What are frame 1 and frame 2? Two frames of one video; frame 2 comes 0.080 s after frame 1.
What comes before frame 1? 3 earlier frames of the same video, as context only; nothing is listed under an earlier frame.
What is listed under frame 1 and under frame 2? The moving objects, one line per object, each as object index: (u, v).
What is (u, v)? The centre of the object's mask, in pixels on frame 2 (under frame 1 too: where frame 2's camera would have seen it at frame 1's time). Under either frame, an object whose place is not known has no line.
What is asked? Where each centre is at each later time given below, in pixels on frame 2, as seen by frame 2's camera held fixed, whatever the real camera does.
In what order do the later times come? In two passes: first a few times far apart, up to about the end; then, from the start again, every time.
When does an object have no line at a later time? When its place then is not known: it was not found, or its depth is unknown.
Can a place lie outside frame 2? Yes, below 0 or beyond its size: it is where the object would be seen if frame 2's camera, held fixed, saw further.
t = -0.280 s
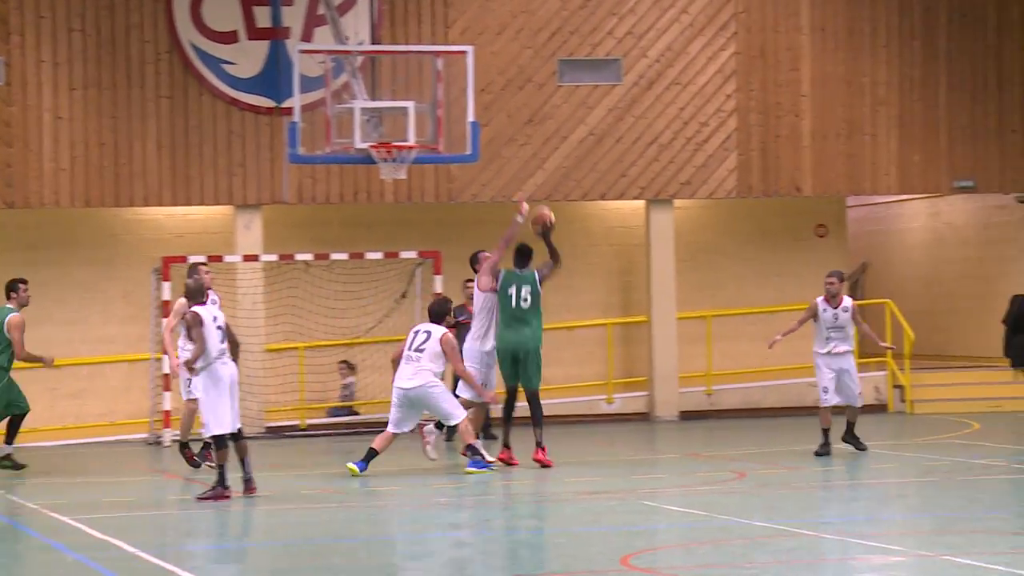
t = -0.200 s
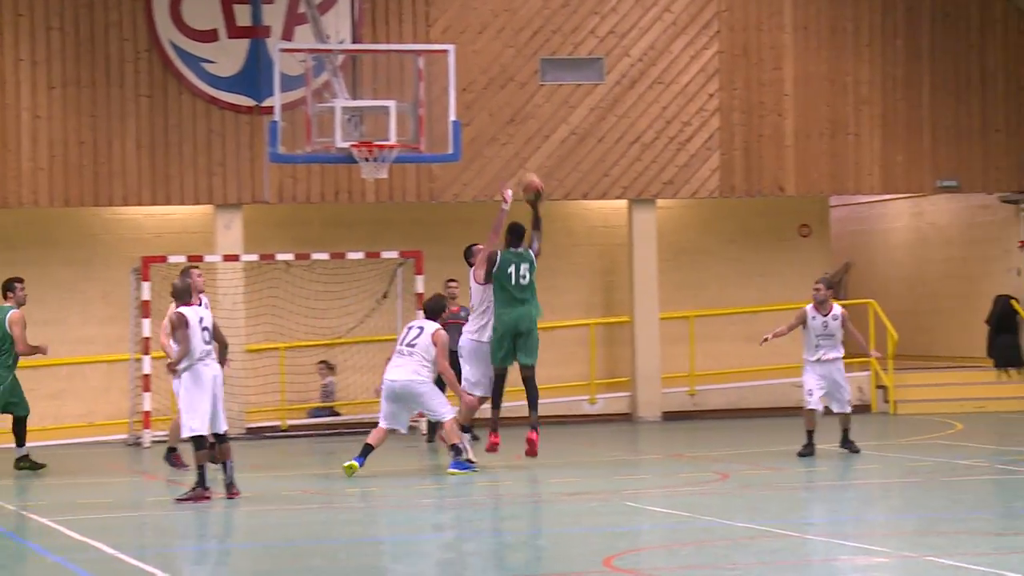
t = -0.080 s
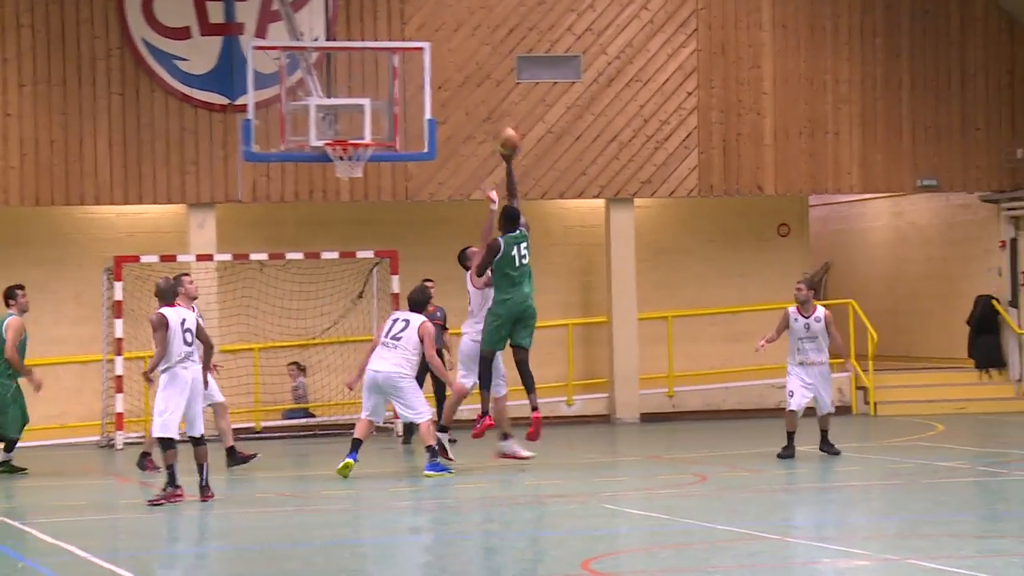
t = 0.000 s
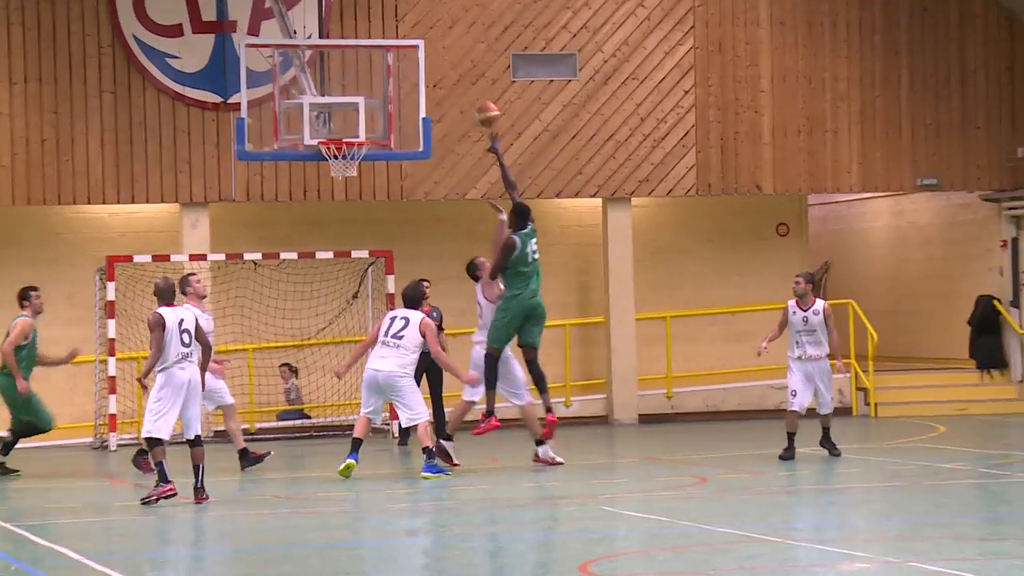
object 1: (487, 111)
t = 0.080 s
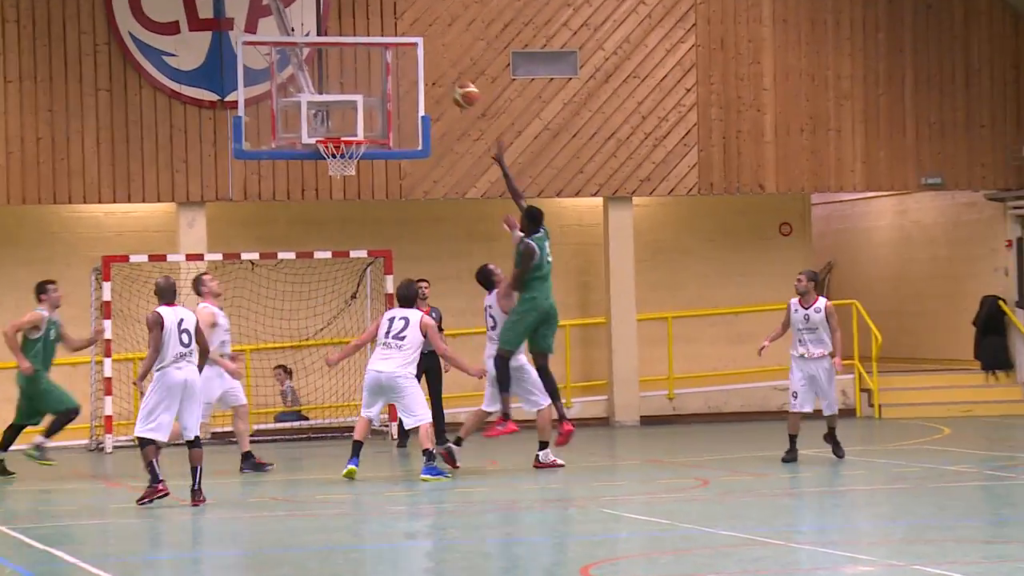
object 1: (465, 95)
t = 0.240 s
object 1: (426, 81)
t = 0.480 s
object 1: (368, 110)
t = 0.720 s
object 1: (336, 170)
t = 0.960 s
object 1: (356, 198)
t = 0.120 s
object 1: (455, 89)
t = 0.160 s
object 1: (444, 84)
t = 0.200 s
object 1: (435, 81)
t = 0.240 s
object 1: (426, 81)
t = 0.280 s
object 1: (415, 81)
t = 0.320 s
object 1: (406, 83)
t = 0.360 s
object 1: (397, 88)
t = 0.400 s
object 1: (387, 94)
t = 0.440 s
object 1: (377, 100)
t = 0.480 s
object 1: (368, 110)
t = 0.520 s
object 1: (360, 119)
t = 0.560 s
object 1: (350, 131)
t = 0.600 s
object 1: (340, 145)
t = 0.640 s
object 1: (338, 152)
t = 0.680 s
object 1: (338, 165)
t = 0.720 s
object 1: (336, 170)
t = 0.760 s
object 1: (338, 173)
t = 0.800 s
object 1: (339, 176)
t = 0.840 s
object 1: (344, 177)
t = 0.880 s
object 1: (347, 181)
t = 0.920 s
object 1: (352, 189)
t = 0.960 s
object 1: (356, 198)
